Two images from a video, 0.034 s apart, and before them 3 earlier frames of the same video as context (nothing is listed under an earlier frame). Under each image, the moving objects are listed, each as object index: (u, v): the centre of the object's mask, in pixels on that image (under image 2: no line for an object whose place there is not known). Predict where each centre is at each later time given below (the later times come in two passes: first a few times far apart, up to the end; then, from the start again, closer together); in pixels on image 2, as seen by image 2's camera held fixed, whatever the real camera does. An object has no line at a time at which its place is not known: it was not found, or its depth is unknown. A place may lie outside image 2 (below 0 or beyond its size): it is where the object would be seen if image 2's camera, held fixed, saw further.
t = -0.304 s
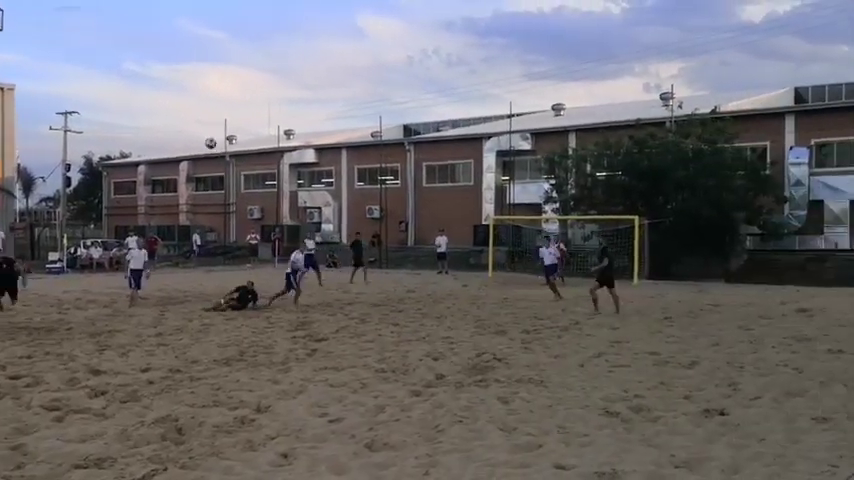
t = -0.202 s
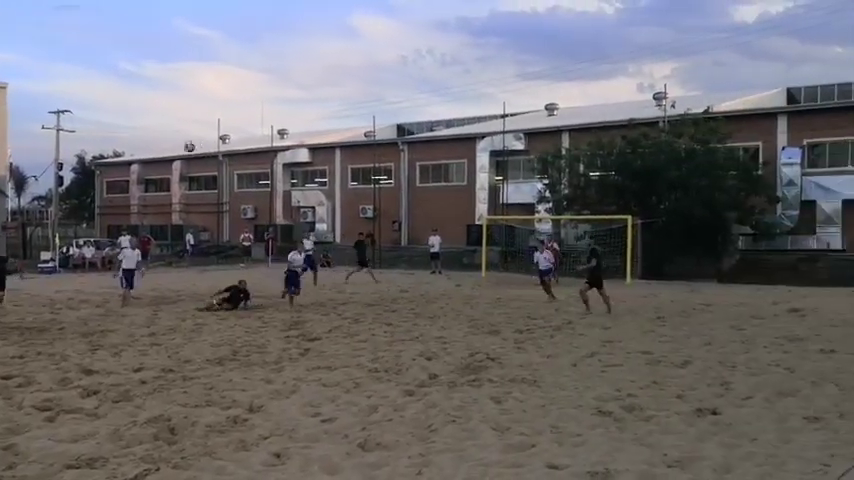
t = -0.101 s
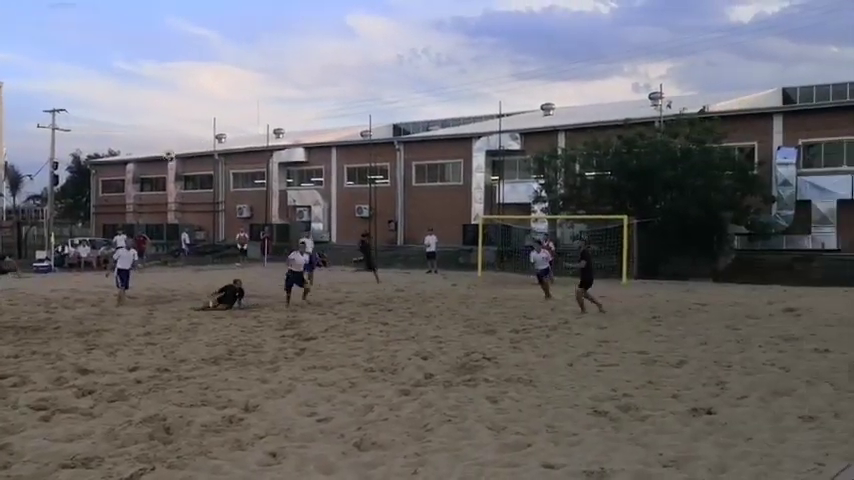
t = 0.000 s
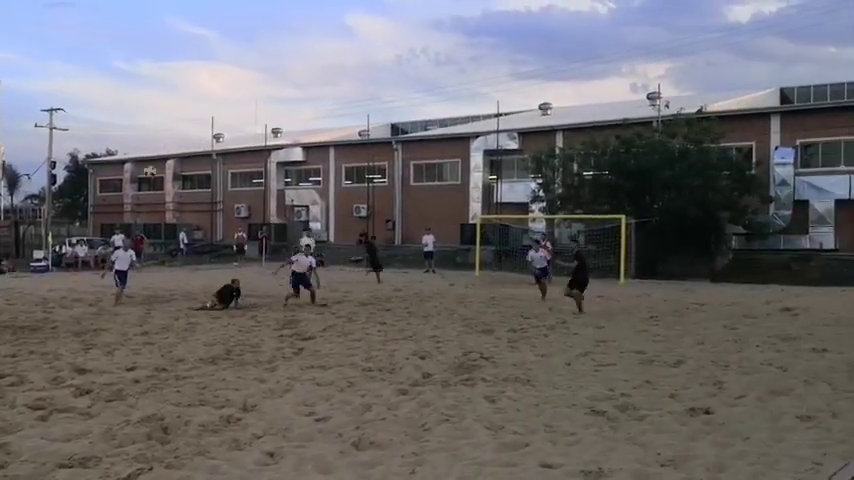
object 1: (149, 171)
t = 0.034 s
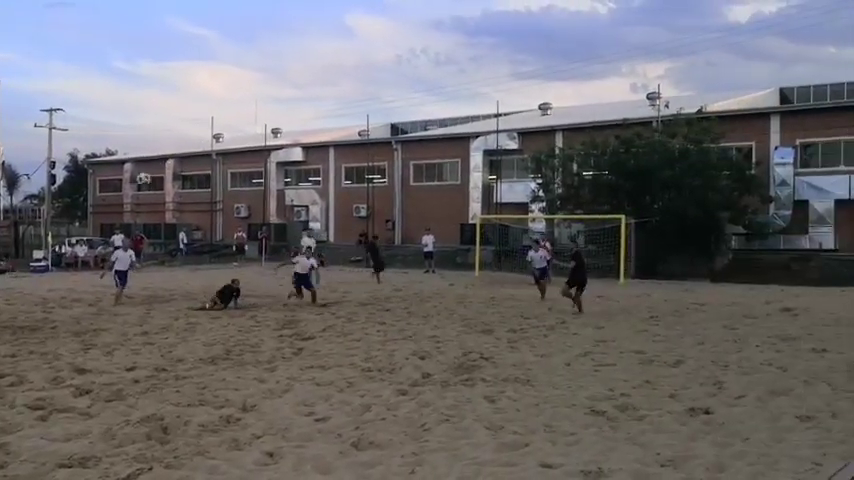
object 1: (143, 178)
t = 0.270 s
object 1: (96, 254)
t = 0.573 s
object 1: (46, 352)
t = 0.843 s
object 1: (41, 358)
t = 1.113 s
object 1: (33, 363)
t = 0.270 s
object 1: (96, 254)
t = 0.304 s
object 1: (87, 270)
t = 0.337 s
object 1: (79, 287)
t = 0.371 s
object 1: (69, 305)
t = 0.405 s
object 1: (61, 324)
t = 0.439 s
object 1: (52, 344)
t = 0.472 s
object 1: (47, 352)
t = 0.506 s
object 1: (47, 352)
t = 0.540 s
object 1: (46, 352)
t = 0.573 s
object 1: (46, 352)
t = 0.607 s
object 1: (47, 353)
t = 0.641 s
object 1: (45, 355)
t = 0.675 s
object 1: (45, 357)
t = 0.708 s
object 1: (45, 358)
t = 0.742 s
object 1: (43, 357)
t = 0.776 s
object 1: (43, 358)
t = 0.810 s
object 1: (42, 358)
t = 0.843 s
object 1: (41, 358)
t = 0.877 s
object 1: (40, 358)
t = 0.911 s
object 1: (38, 361)
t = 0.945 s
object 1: (37, 362)
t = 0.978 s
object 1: (37, 362)
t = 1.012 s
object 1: (36, 363)
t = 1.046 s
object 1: (36, 364)
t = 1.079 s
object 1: (34, 364)
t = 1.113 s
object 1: (33, 363)
